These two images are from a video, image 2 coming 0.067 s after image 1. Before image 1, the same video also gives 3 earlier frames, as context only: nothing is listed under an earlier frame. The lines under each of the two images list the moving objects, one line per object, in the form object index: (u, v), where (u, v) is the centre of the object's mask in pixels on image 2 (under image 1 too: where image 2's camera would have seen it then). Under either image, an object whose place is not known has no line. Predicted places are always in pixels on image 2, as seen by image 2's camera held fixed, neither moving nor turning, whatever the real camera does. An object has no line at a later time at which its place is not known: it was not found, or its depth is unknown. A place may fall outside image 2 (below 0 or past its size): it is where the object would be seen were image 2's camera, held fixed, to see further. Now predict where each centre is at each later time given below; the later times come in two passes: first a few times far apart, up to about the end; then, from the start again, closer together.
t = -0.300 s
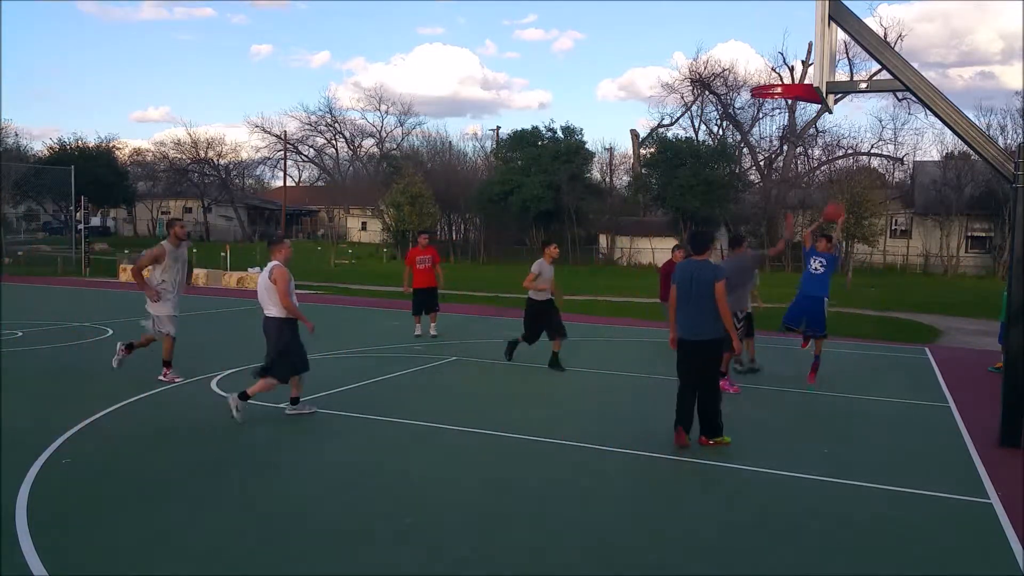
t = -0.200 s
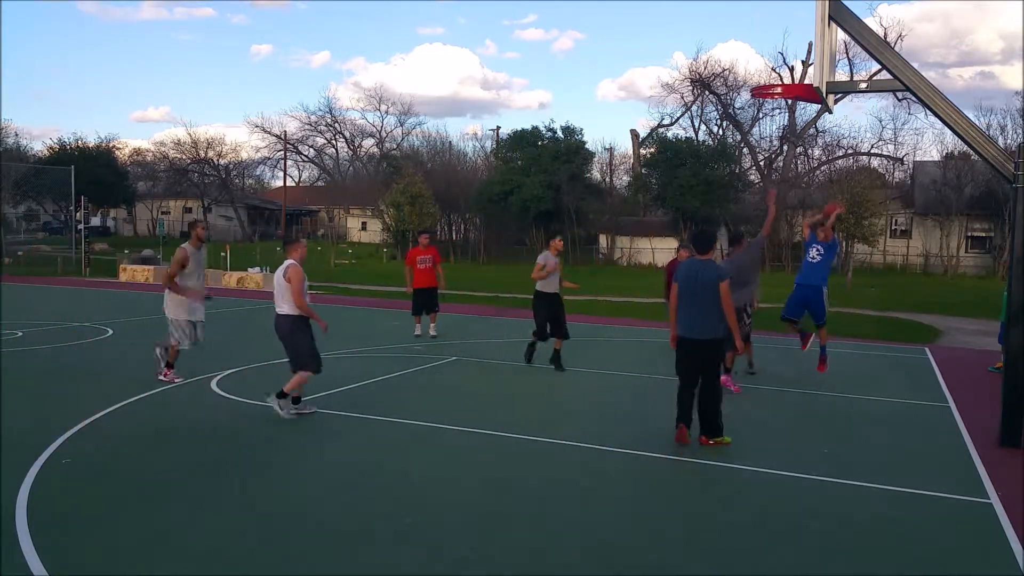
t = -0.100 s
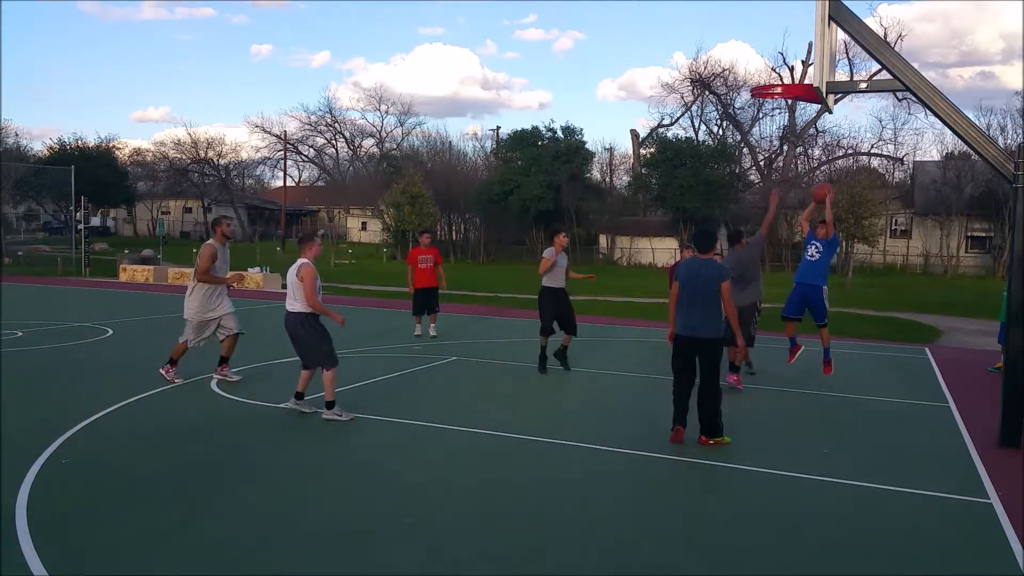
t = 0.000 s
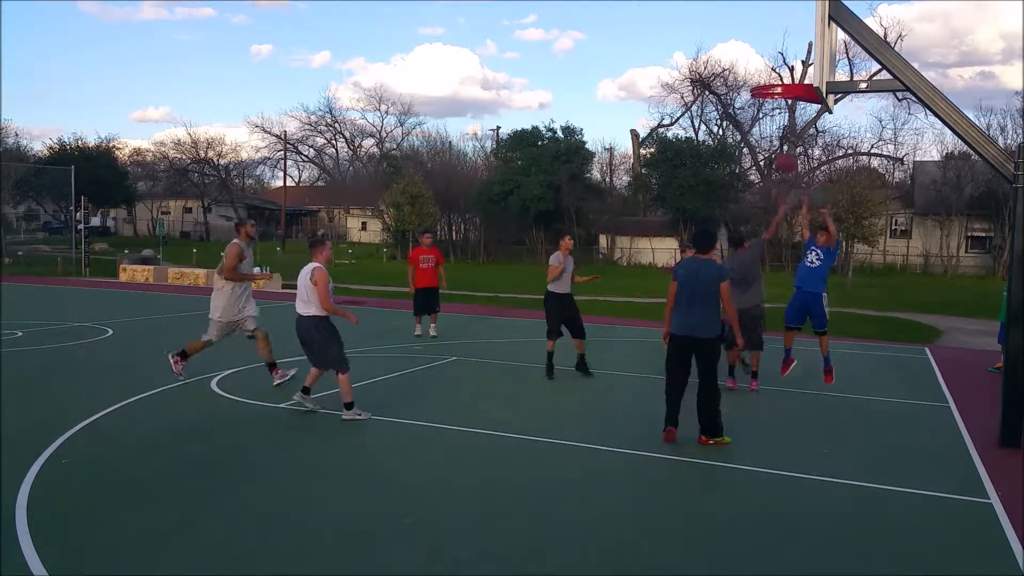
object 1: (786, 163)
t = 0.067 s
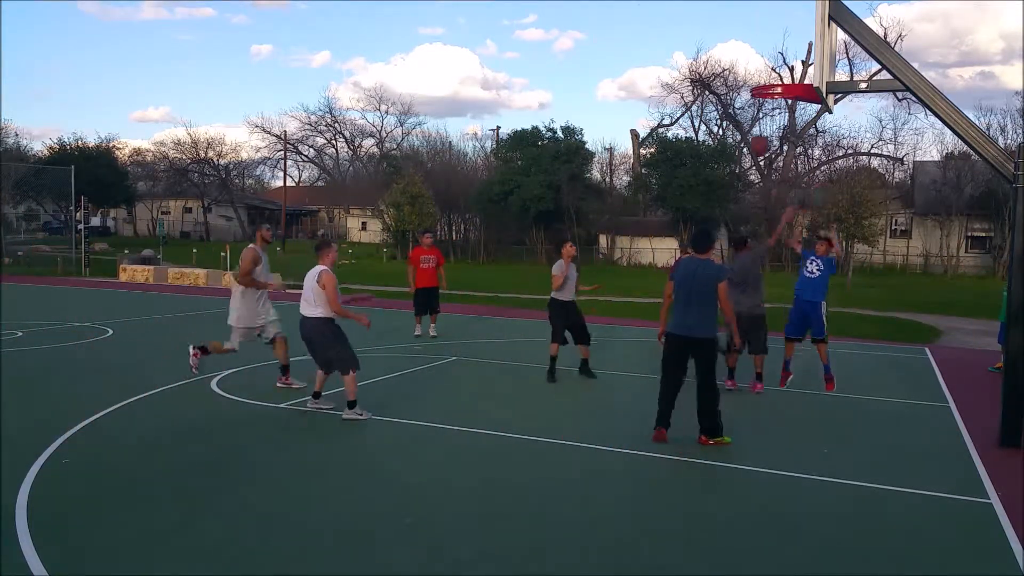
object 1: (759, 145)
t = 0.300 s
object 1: (652, 117)
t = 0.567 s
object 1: (509, 149)
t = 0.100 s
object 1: (743, 138)
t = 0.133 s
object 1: (730, 132)
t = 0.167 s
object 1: (715, 128)
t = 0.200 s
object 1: (699, 123)
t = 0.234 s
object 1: (683, 121)
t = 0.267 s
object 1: (668, 118)
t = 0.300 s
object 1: (652, 117)
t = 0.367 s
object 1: (618, 118)
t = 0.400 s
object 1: (600, 120)
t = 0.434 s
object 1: (583, 123)
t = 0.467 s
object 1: (565, 126)
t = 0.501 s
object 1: (546, 133)
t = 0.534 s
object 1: (527, 140)
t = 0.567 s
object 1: (509, 149)
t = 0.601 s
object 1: (489, 158)
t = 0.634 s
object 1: (469, 169)
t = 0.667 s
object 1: (449, 180)
